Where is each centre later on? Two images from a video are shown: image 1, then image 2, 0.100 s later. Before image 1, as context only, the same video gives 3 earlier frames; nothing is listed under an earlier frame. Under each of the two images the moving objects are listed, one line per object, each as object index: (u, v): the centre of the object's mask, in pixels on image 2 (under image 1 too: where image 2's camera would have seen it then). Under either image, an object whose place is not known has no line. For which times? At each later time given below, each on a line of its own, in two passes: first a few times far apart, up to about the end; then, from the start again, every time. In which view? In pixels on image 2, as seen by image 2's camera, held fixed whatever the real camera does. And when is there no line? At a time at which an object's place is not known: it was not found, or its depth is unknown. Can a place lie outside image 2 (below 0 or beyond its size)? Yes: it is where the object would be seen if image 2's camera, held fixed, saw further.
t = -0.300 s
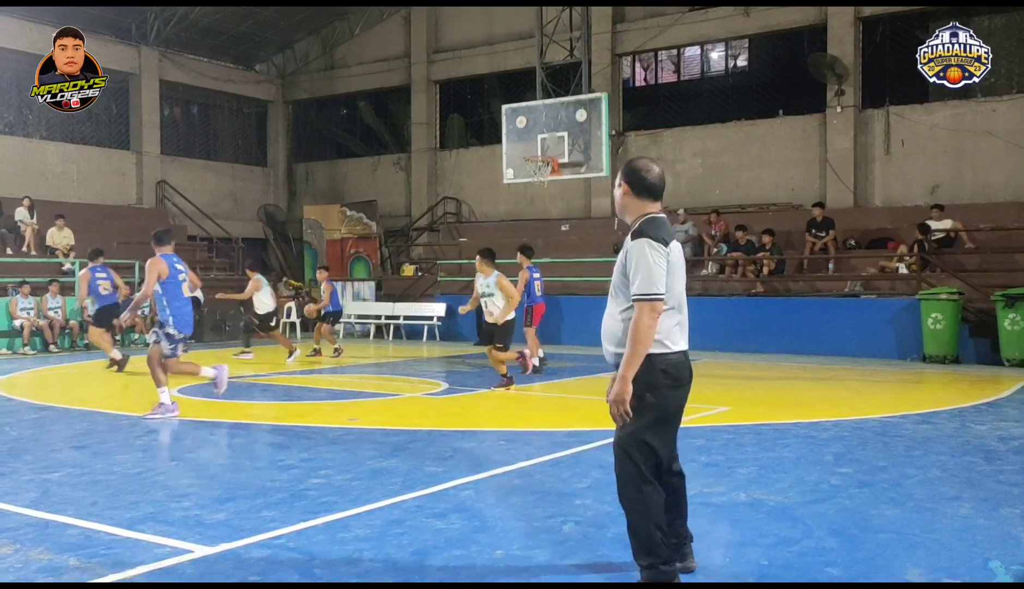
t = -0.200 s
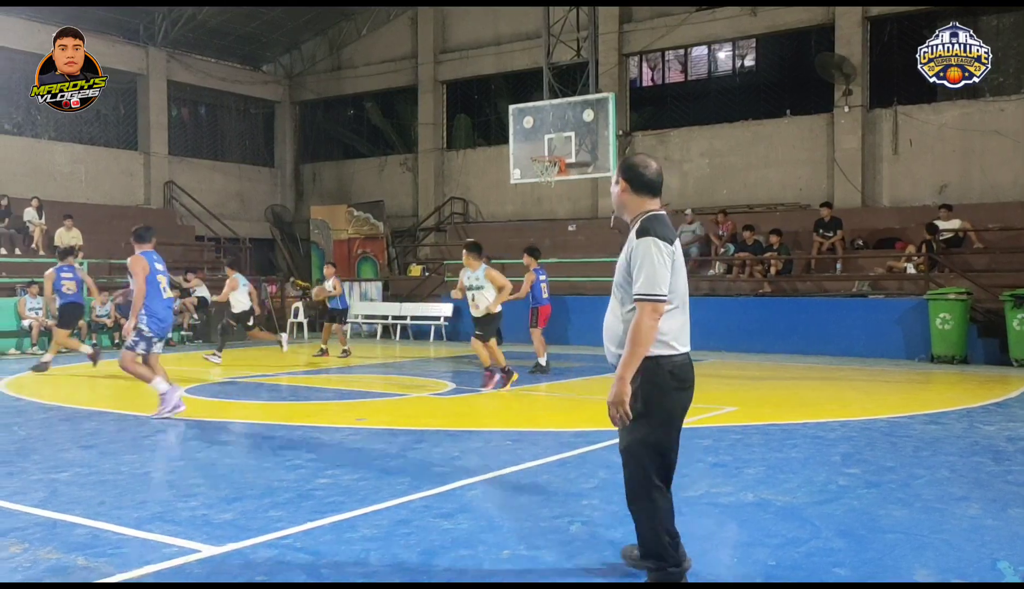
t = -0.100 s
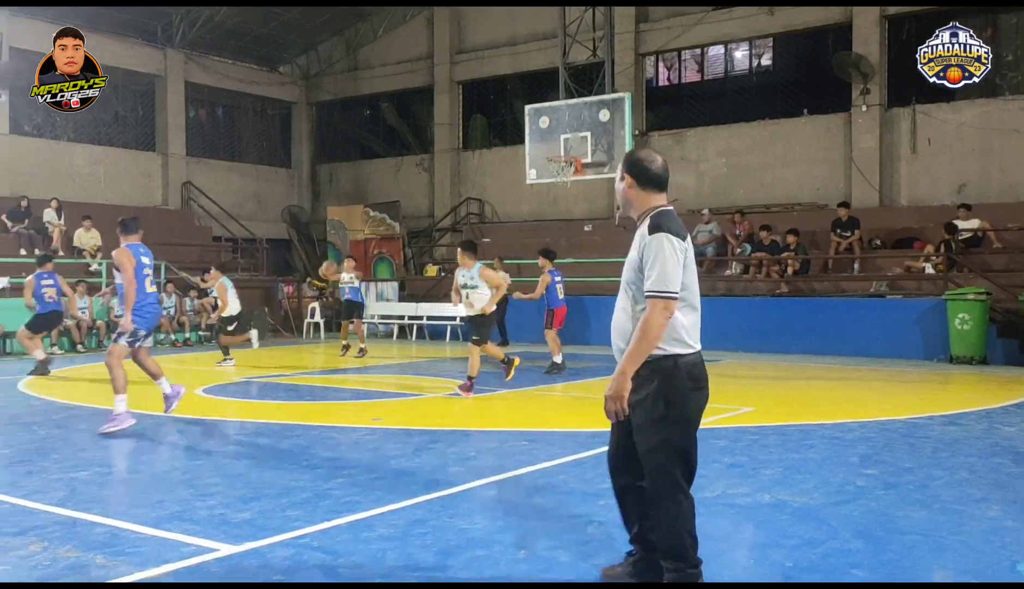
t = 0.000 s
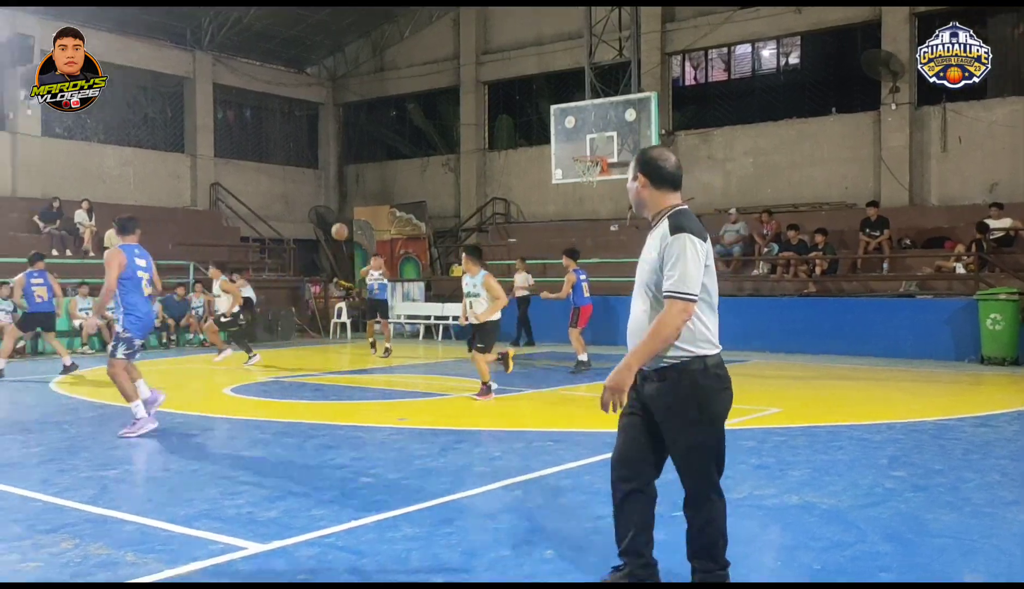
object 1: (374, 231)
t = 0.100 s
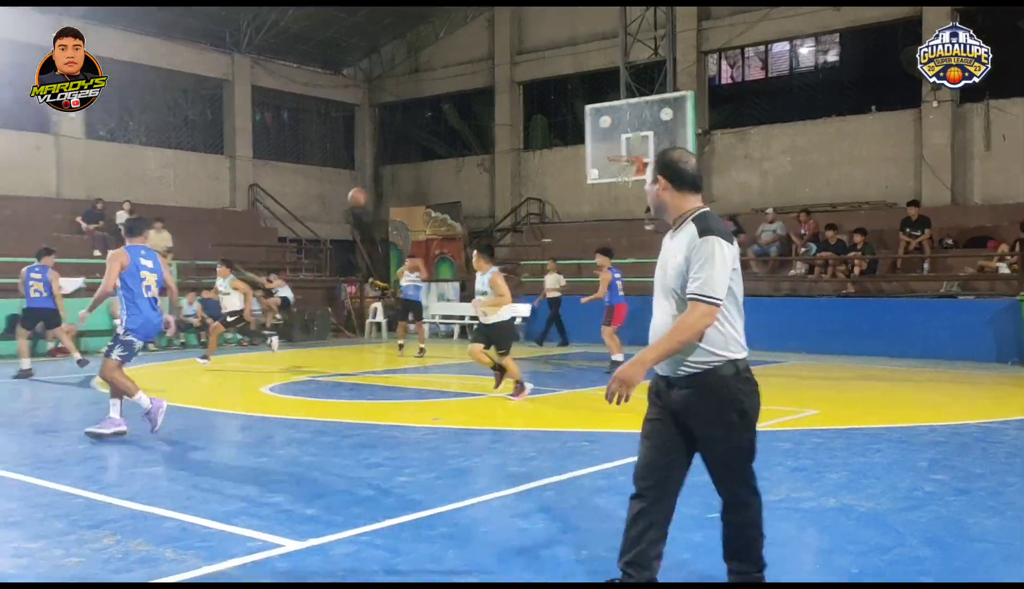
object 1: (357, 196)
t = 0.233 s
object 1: (332, 152)
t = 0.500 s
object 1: (264, 81)
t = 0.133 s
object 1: (350, 185)
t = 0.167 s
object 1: (345, 174)
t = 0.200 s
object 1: (339, 163)
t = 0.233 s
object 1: (332, 152)
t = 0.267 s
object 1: (325, 143)
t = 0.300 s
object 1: (317, 133)
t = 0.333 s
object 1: (309, 123)
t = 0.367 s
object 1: (301, 114)
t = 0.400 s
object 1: (293, 104)
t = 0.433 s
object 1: (284, 96)
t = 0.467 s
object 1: (274, 89)
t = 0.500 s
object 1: (264, 81)
